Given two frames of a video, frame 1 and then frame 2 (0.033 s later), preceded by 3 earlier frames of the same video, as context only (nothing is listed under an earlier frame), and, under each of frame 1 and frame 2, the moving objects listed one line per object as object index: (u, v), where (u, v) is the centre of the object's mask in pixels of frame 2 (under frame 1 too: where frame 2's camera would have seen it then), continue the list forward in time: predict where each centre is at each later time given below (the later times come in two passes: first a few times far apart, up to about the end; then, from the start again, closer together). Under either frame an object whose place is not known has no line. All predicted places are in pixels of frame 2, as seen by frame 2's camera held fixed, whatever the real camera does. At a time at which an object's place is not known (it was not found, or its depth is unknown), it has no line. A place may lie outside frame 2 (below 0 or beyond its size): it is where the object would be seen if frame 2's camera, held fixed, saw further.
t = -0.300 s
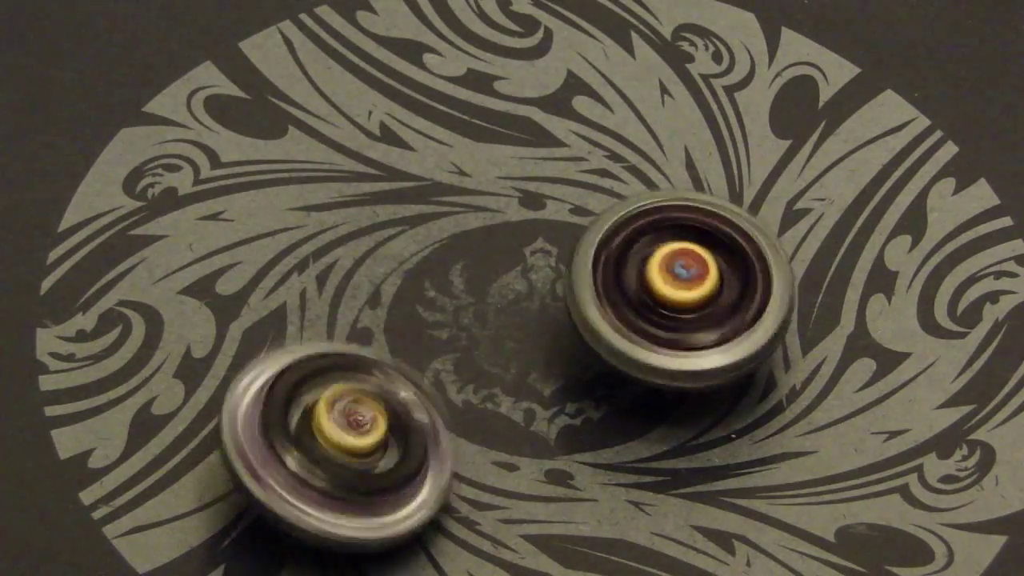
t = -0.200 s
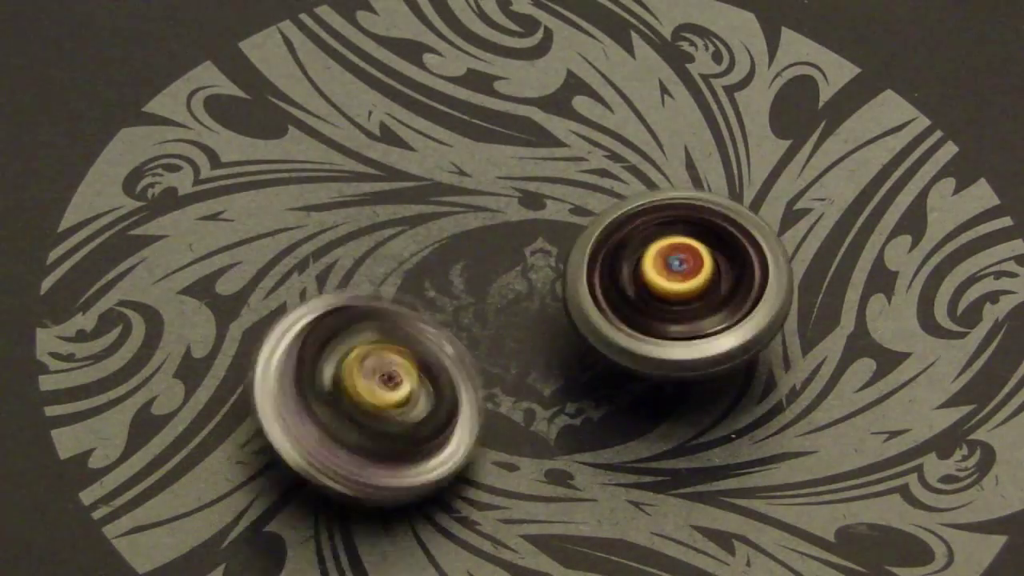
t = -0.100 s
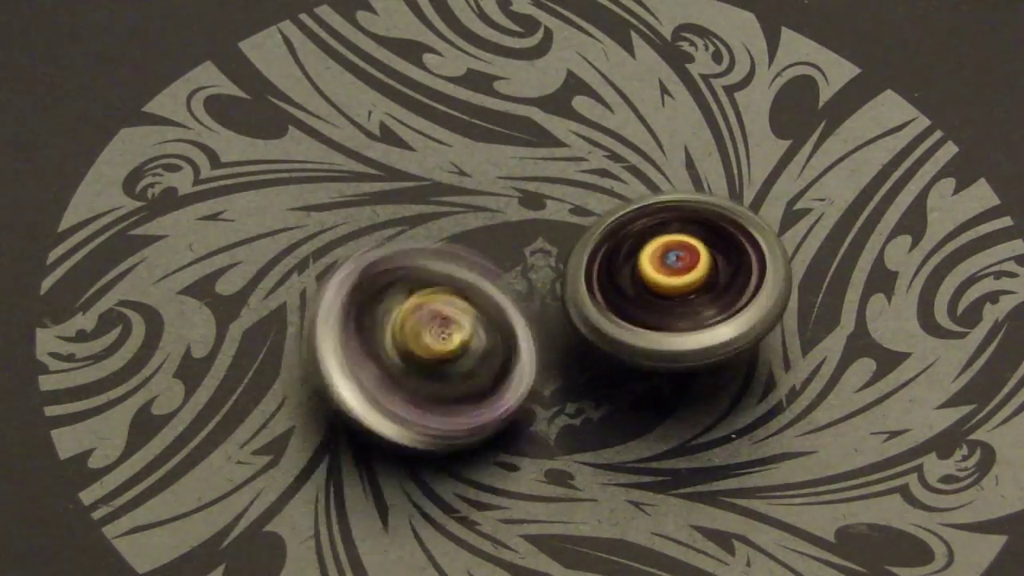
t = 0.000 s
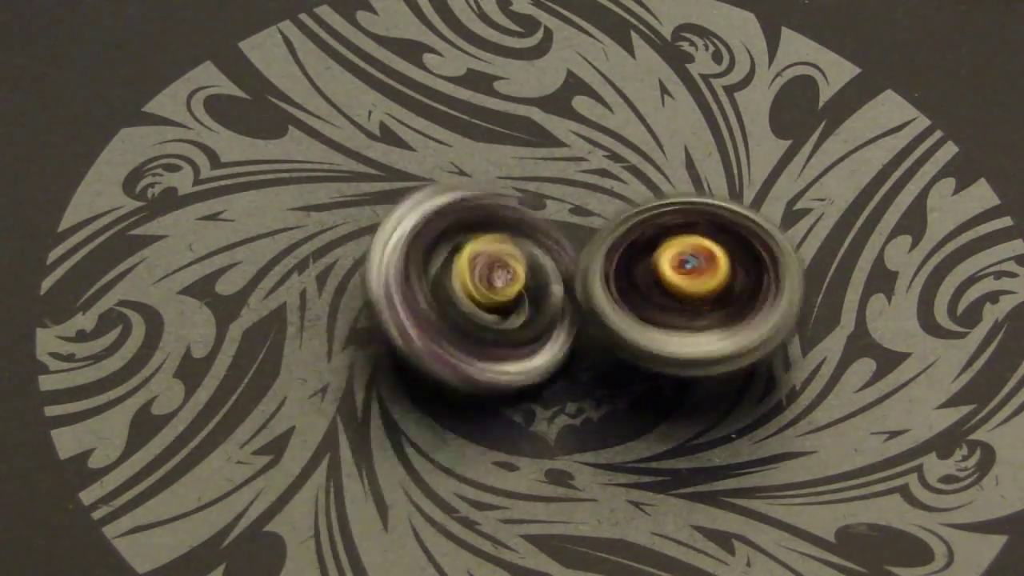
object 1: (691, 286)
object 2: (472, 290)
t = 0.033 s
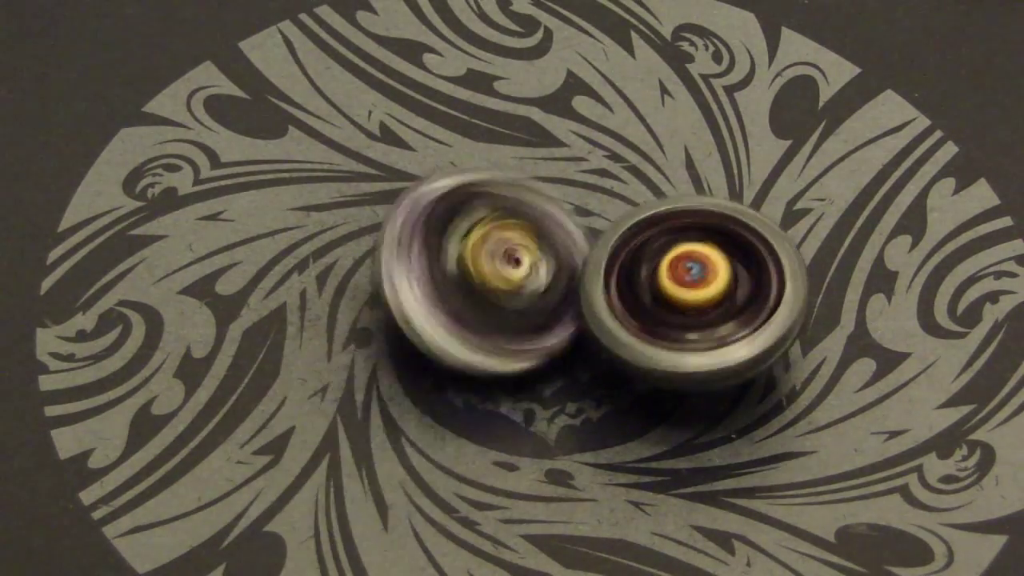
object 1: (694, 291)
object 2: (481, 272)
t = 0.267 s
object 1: (695, 323)
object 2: (626, 177)
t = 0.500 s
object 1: (693, 328)
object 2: (818, 207)
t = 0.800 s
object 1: (669, 343)
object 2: (913, 323)
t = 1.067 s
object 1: (592, 348)
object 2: (796, 401)
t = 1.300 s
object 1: (389, 314)
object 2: (577, 437)
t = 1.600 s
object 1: (176, 283)
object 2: (517, 512)
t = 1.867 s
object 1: (190, 300)
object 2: (538, 519)
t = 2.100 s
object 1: (228, 298)
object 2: (560, 505)
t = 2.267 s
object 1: (349, 265)
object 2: (611, 511)
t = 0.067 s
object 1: (690, 300)
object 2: (496, 247)
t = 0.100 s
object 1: (691, 308)
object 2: (512, 230)
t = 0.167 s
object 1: (691, 315)
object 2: (553, 200)
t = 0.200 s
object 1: (695, 319)
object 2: (576, 190)
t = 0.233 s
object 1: (693, 322)
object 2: (601, 182)
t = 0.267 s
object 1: (695, 323)
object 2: (626, 177)
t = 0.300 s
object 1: (696, 324)
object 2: (651, 173)
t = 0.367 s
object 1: (695, 326)
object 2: (709, 174)
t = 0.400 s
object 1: (696, 326)
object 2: (743, 180)
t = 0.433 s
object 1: (694, 326)
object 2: (770, 187)
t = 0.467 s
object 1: (694, 327)
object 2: (796, 197)
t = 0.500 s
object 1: (693, 328)
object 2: (818, 207)
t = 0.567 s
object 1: (690, 330)
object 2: (860, 237)
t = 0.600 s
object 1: (689, 330)
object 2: (878, 252)
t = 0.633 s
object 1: (685, 331)
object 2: (890, 262)
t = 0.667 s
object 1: (681, 334)
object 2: (900, 276)
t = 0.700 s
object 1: (681, 336)
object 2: (911, 291)
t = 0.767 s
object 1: (671, 340)
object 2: (915, 313)
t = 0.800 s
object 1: (669, 343)
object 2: (913, 323)
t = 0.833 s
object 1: (663, 345)
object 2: (910, 335)
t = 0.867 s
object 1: (656, 350)
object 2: (903, 348)
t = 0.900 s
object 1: (650, 353)
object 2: (891, 359)
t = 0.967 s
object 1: (632, 355)
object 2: (857, 378)
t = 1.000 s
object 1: (624, 356)
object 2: (842, 385)
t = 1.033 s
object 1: (608, 355)
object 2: (815, 393)
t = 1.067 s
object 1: (592, 348)
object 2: (796, 401)
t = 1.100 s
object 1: (566, 344)
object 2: (774, 406)
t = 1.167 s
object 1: (516, 334)
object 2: (716, 412)
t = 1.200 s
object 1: (484, 330)
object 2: (681, 416)
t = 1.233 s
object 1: (457, 326)
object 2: (649, 420)
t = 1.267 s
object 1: (419, 316)
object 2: (613, 427)
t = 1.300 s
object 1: (389, 314)
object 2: (577, 437)
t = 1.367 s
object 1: (324, 304)
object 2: (521, 466)
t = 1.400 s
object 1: (301, 299)
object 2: (503, 480)
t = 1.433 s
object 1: (271, 292)
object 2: (492, 489)
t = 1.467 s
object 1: (248, 292)
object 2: (492, 496)
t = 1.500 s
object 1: (220, 286)
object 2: (495, 501)
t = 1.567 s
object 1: (187, 284)
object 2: (510, 509)
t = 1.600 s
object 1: (176, 283)
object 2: (517, 512)
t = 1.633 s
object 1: (170, 283)
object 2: (524, 515)
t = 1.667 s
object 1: (169, 281)
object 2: (530, 517)
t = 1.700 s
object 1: (172, 284)
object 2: (534, 518)
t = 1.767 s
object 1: (178, 288)
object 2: (539, 520)
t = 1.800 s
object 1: (183, 292)
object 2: (540, 520)
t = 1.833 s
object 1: (188, 297)
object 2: (539, 520)
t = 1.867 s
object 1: (190, 300)
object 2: (538, 519)
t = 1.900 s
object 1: (189, 303)
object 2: (536, 519)
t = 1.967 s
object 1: (190, 306)
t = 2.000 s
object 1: (193, 304)
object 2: (536, 516)
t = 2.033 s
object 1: (202, 302)
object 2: (539, 514)
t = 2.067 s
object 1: (213, 300)
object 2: (545, 511)
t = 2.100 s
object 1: (228, 298)
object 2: (560, 505)
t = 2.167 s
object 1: (266, 288)
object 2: (592, 504)
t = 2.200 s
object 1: (294, 284)
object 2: (604, 508)
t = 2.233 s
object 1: (316, 277)
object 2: (608, 510)
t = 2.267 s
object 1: (349, 265)
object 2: (611, 511)
